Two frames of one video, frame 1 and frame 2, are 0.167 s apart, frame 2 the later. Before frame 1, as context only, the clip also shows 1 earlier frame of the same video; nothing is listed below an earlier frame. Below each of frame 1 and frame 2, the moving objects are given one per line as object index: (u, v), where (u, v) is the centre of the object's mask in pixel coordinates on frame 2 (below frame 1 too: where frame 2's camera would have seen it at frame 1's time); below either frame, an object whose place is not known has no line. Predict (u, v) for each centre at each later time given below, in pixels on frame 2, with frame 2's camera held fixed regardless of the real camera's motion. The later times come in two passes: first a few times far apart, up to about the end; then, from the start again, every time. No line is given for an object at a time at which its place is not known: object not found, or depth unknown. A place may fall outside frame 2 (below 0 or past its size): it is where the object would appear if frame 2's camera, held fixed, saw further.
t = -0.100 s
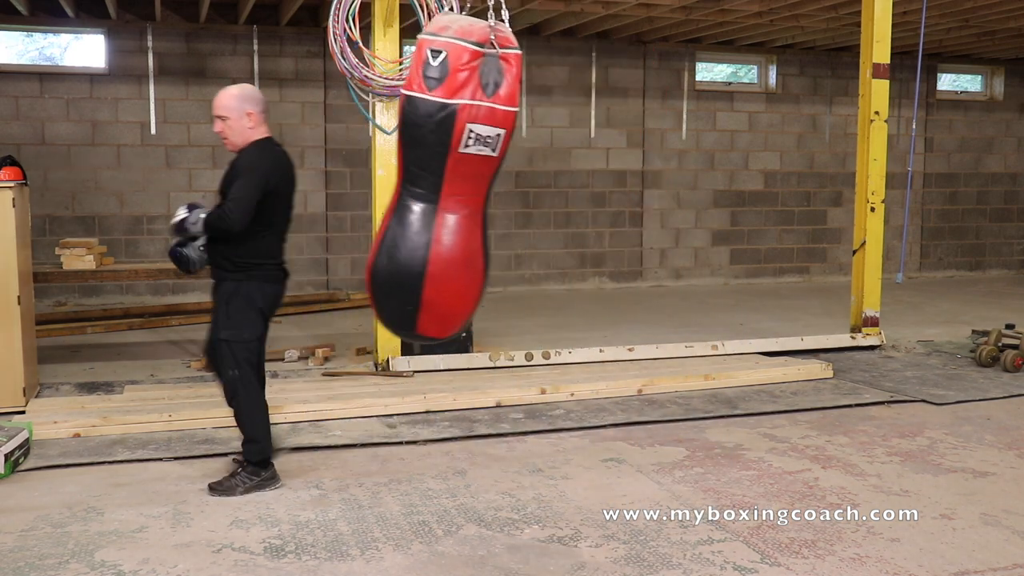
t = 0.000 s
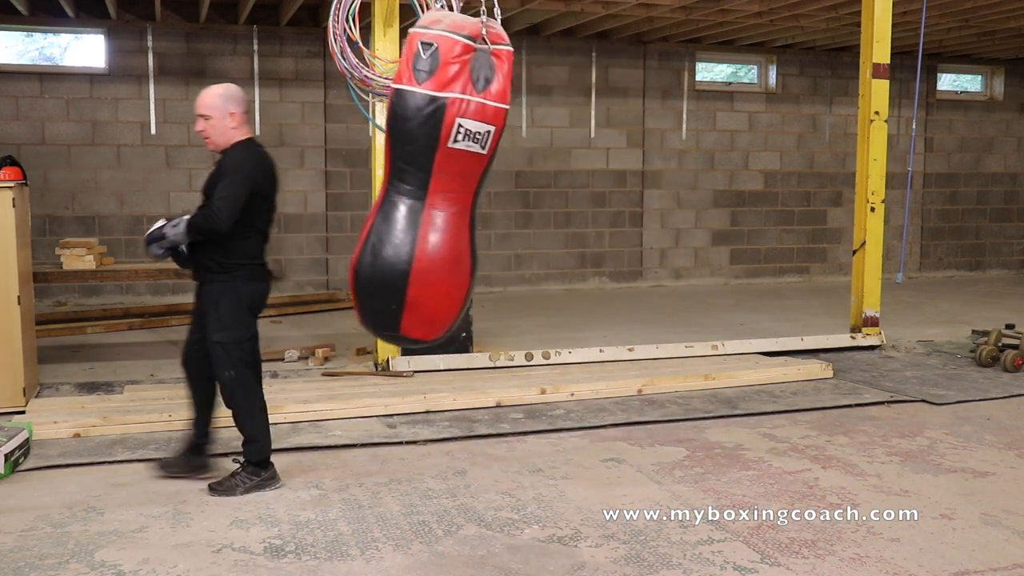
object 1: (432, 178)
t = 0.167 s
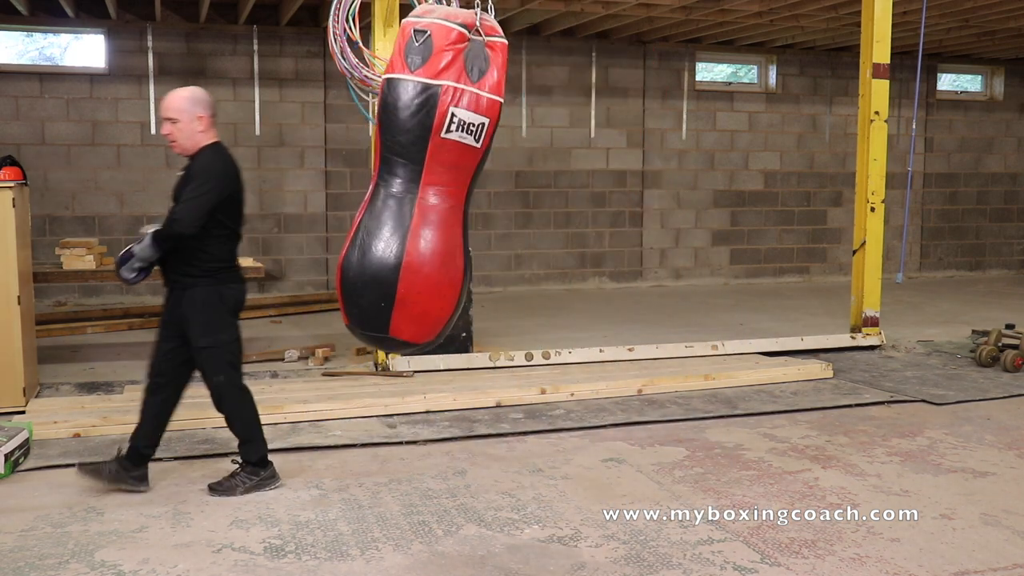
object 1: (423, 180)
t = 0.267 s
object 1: (426, 180)
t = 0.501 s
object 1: (457, 182)
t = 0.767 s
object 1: (521, 187)
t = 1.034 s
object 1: (586, 183)
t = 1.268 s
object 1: (616, 180)
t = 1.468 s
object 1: (617, 175)
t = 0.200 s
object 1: (424, 180)
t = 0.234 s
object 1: (424, 179)
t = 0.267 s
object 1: (426, 180)
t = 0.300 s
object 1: (428, 180)
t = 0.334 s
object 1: (432, 180)
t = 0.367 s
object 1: (436, 180)
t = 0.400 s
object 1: (440, 180)
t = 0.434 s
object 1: (445, 181)
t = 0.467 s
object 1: (451, 181)
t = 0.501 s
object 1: (457, 182)
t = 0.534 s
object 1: (464, 182)
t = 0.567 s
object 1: (471, 183)
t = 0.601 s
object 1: (479, 184)
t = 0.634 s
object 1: (487, 185)
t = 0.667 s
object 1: (495, 186)
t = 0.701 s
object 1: (504, 187)
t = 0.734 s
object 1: (513, 186)
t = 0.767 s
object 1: (521, 187)
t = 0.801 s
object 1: (531, 186)
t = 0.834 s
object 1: (539, 186)
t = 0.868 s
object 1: (548, 185)
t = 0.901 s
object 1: (556, 185)
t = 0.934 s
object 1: (565, 184)
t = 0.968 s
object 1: (572, 184)
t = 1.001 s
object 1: (579, 183)
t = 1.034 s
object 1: (586, 183)
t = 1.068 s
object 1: (592, 183)
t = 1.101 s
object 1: (598, 183)
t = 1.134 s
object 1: (603, 182)
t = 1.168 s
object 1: (607, 182)
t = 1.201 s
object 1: (611, 182)
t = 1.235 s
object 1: (614, 181)
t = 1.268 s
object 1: (616, 180)
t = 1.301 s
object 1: (618, 179)
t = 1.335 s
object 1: (619, 178)
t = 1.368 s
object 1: (619, 178)
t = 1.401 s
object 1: (619, 177)
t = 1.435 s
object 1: (618, 176)
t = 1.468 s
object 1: (617, 175)
